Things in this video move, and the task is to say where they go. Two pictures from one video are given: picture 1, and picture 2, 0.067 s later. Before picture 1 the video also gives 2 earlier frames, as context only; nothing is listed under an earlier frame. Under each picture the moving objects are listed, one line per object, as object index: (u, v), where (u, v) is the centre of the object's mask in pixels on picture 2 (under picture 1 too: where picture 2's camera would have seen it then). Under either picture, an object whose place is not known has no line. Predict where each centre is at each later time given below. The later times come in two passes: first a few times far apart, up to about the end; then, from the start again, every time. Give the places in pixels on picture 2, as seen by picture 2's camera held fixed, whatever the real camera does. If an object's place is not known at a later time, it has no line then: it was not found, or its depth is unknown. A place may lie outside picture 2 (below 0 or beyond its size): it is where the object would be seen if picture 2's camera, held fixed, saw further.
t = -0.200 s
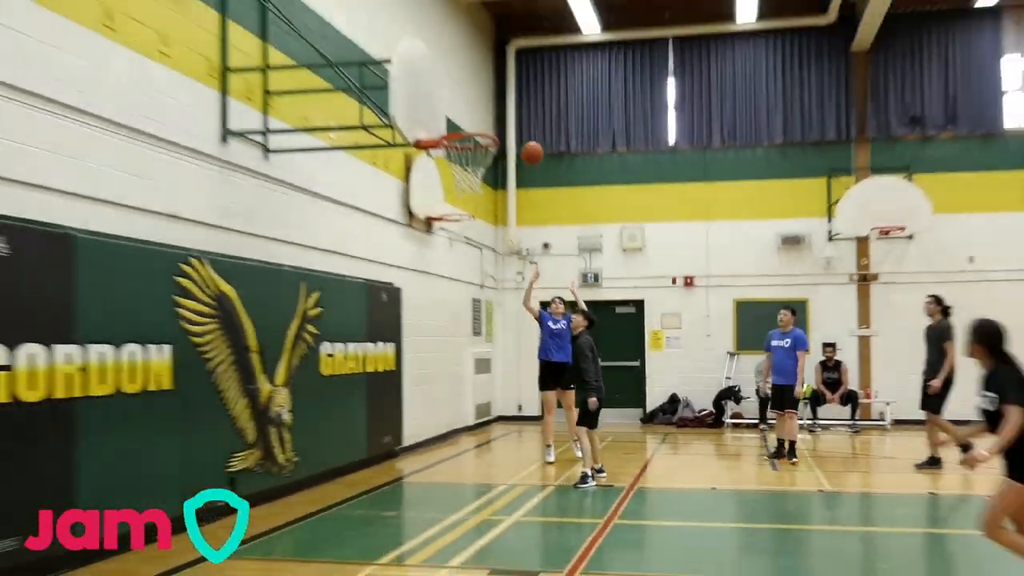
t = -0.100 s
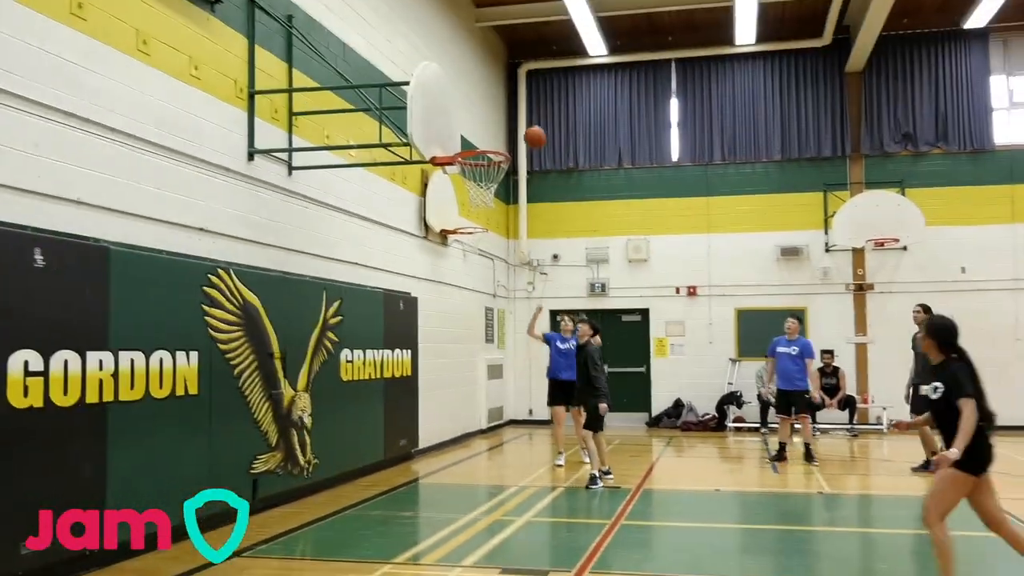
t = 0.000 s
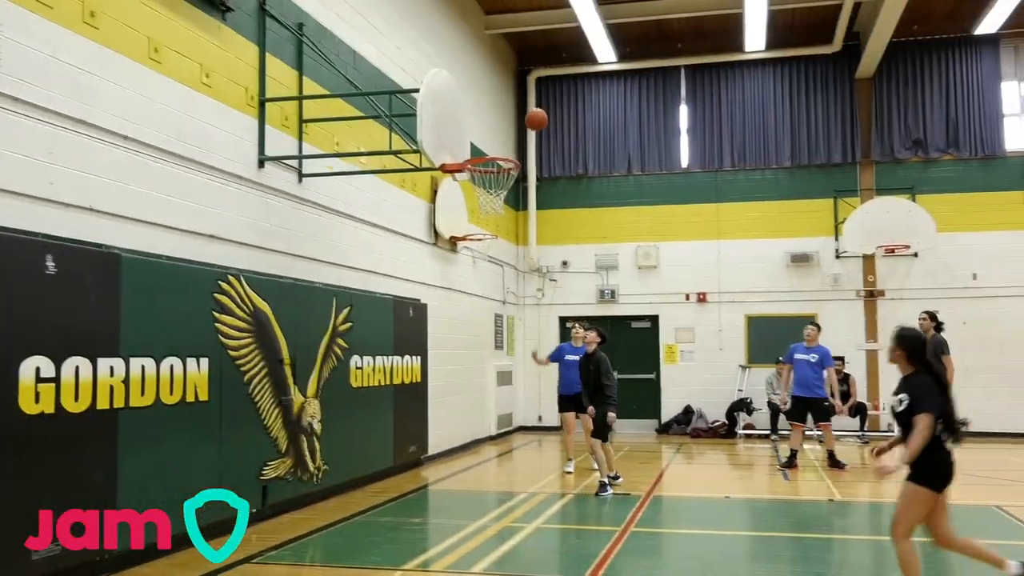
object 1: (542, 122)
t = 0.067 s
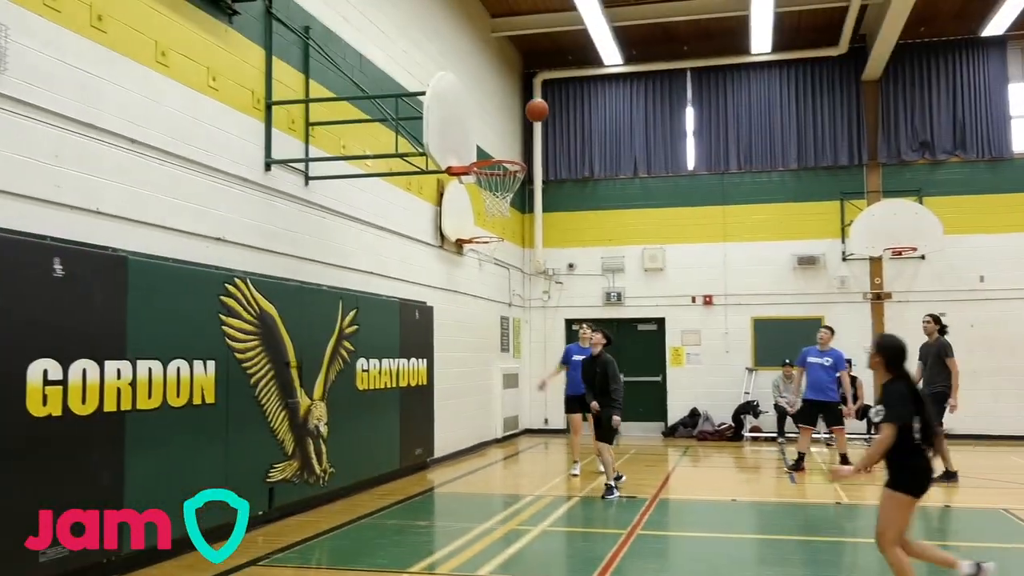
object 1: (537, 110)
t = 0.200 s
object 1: (526, 98)
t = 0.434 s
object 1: (506, 116)
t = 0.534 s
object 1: (495, 143)
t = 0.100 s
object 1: (534, 105)
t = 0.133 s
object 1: (532, 102)
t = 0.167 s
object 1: (529, 99)
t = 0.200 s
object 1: (526, 98)
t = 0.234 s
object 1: (524, 97)
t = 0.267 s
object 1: (521, 97)
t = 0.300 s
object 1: (518, 99)
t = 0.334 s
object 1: (515, 102)
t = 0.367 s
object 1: (512, 105)
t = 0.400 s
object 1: (509, 110)
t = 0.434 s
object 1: (506, 116)
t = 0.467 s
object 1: (502, 123)
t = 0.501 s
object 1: (499, 133)
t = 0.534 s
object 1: (495, 143)
